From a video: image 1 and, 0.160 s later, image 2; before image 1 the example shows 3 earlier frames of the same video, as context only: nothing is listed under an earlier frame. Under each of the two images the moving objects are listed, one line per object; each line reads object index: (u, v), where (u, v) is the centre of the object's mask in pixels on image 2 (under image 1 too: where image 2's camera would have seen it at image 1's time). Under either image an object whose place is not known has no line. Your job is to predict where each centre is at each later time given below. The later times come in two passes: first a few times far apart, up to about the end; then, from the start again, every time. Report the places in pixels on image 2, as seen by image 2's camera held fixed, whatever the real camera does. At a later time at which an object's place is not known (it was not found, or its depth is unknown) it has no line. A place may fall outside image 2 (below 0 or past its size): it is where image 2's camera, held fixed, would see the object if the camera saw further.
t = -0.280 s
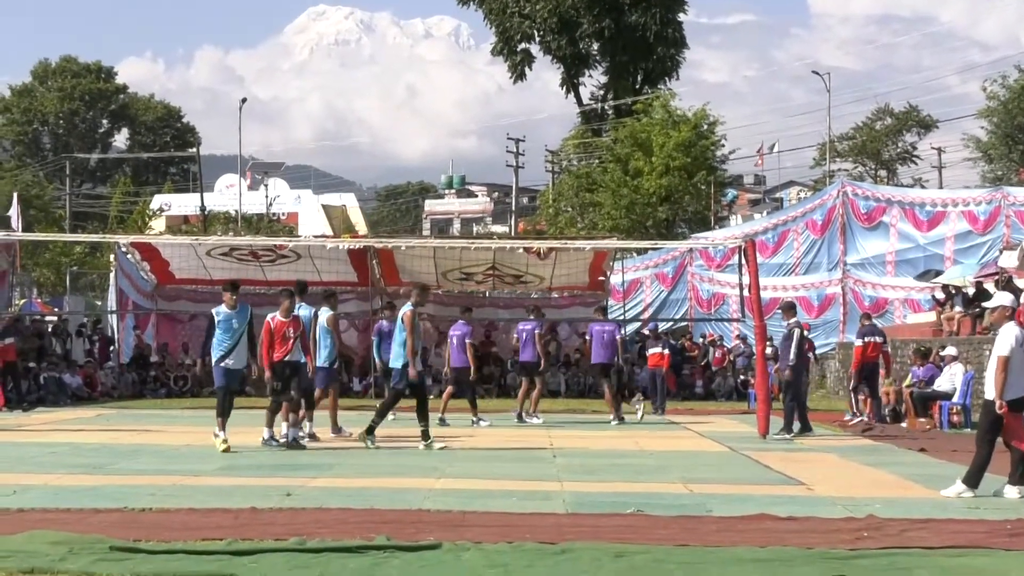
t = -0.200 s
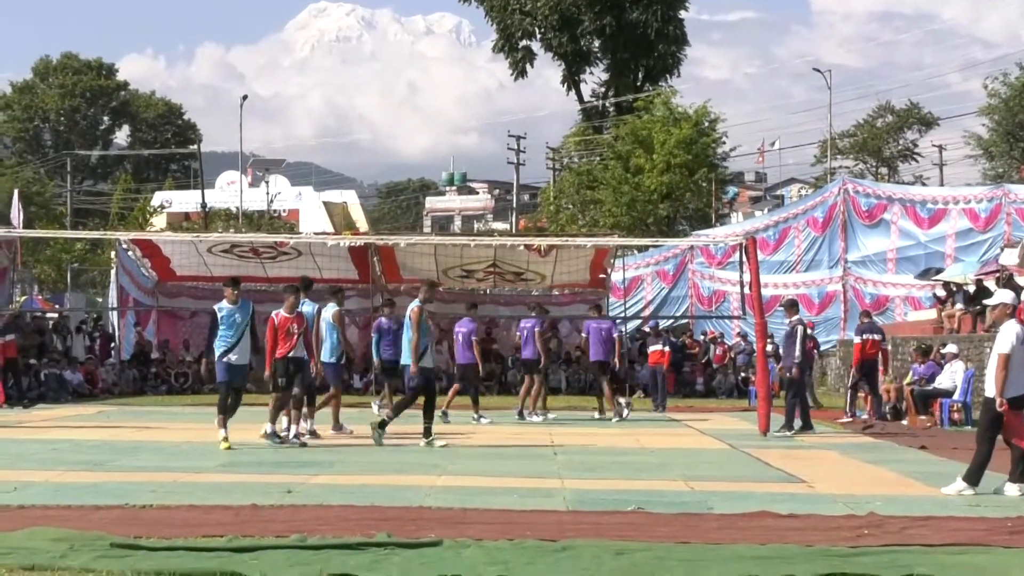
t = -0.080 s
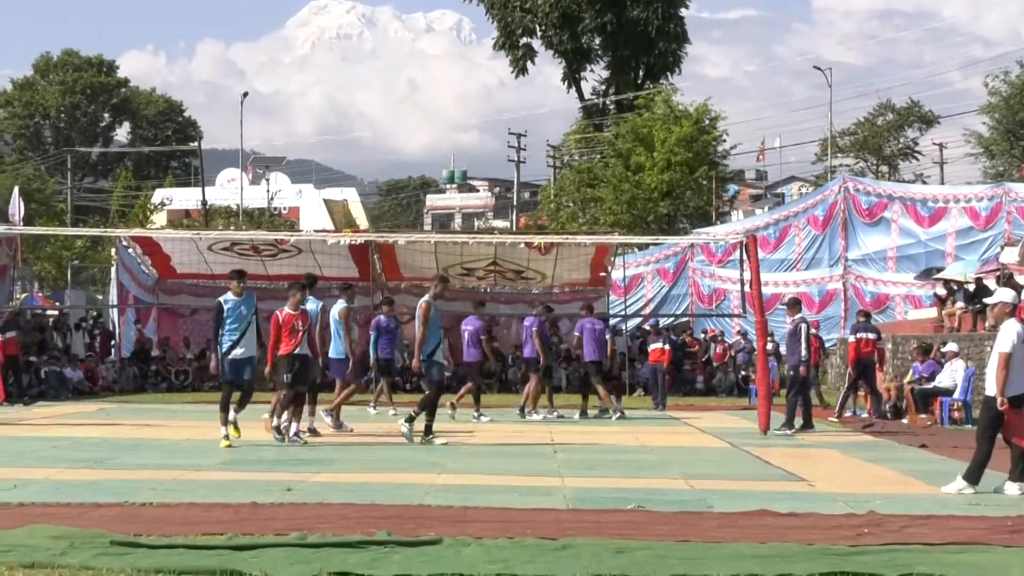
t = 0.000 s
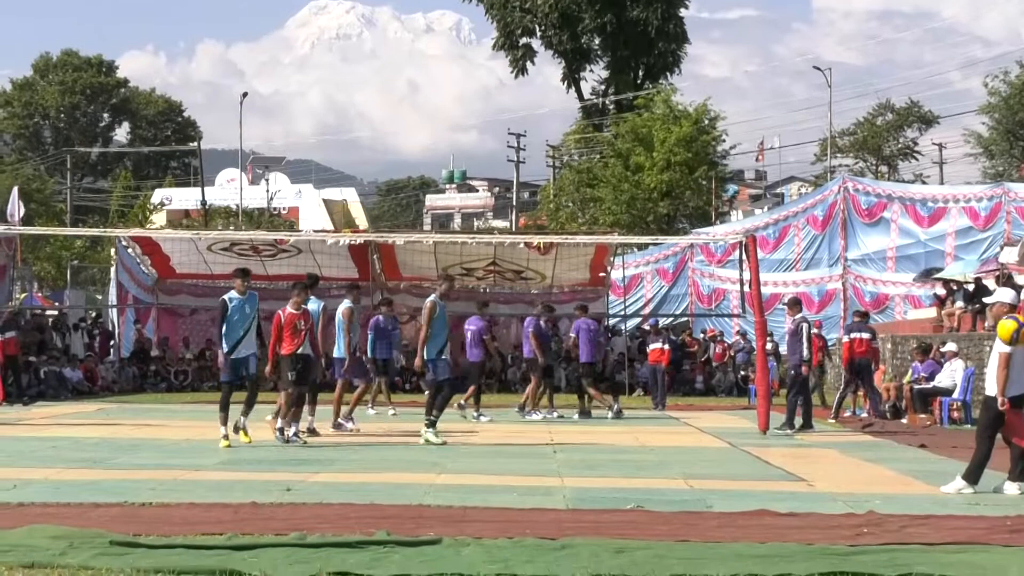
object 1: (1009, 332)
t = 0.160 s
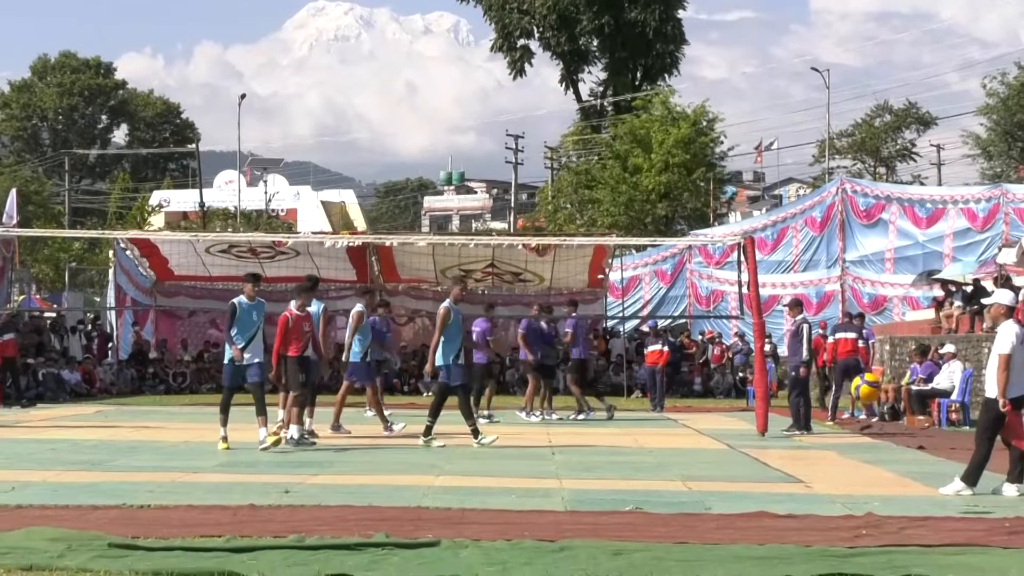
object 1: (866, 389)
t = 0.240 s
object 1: (802, 426)
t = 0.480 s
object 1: (673, 425)
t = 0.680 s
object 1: (601, 378)
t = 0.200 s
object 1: (833, 406)
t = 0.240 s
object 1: (802, 426)
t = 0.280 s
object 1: (773, 447)
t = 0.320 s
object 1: (745, 469)
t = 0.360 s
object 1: (721, 481)
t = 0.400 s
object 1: (704, 460)
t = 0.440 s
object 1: (689, 441)
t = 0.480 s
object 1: (673, 425)
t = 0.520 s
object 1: (657, 411)
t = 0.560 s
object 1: (642, 398)
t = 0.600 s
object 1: (629, 390)
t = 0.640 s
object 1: (614, 383)
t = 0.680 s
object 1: (601, 378)
